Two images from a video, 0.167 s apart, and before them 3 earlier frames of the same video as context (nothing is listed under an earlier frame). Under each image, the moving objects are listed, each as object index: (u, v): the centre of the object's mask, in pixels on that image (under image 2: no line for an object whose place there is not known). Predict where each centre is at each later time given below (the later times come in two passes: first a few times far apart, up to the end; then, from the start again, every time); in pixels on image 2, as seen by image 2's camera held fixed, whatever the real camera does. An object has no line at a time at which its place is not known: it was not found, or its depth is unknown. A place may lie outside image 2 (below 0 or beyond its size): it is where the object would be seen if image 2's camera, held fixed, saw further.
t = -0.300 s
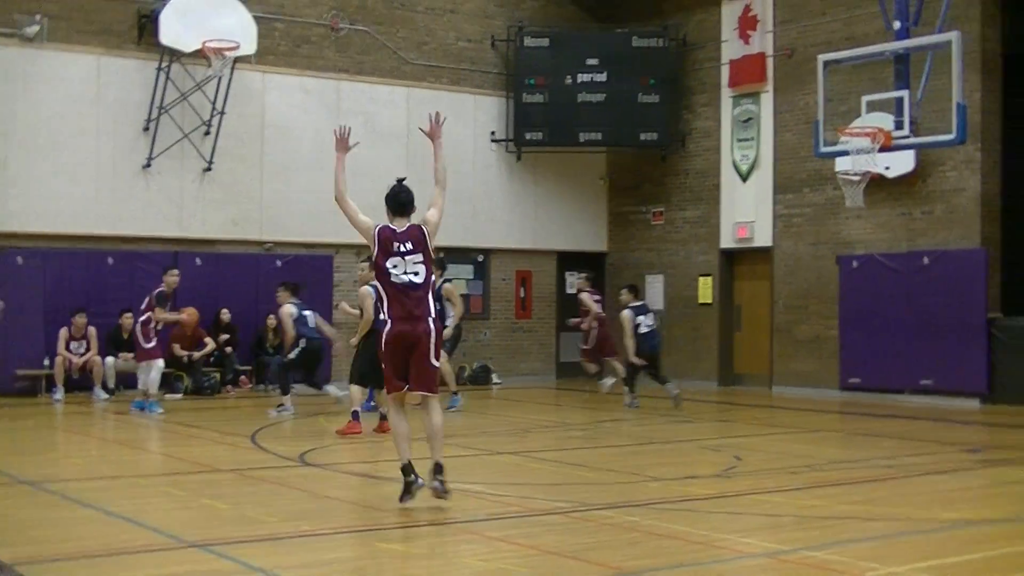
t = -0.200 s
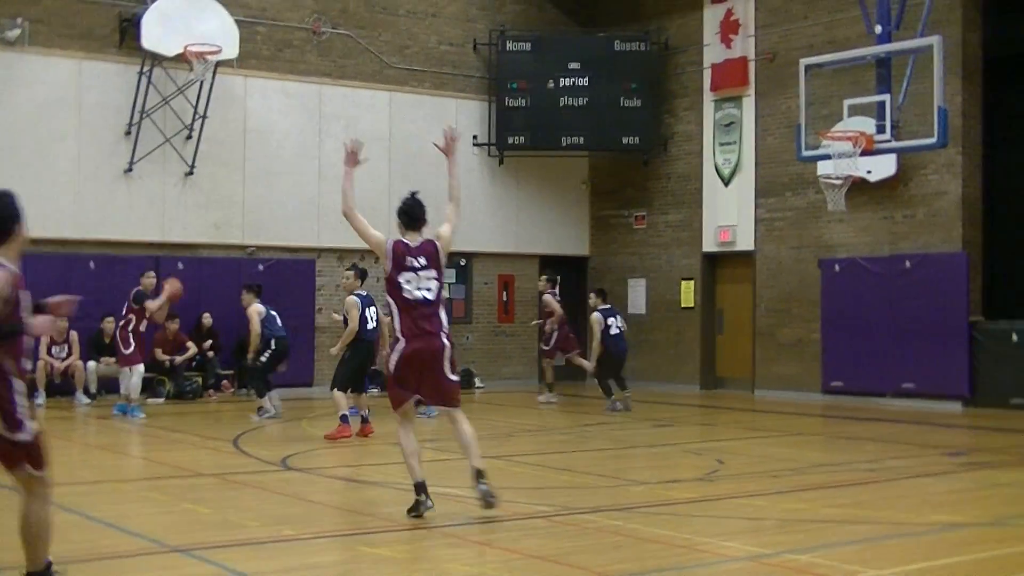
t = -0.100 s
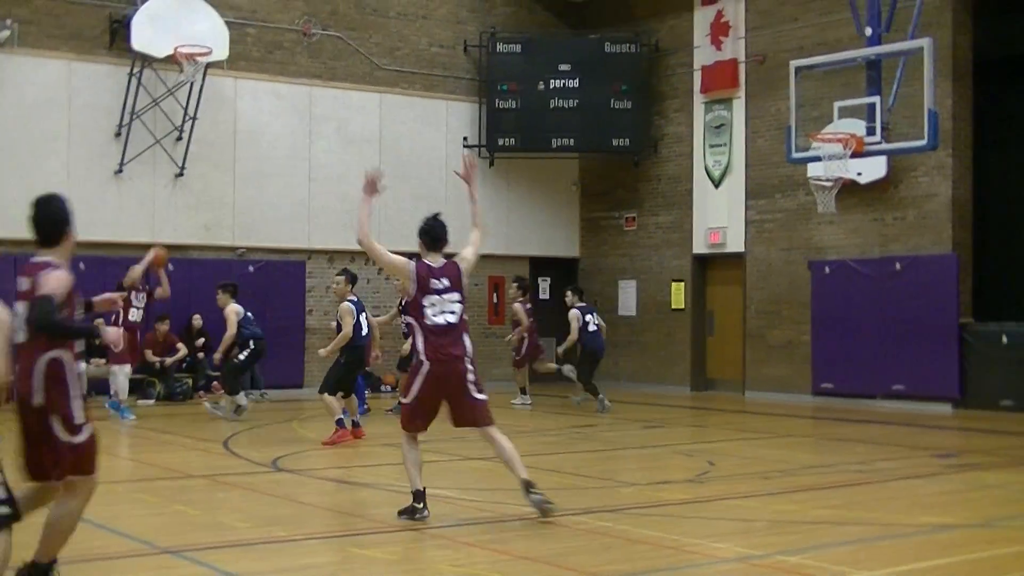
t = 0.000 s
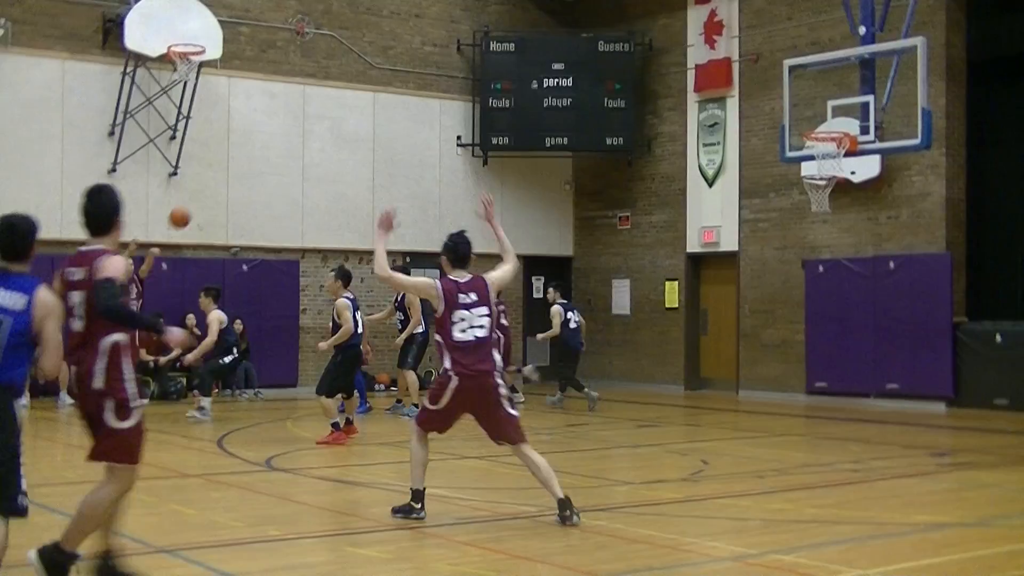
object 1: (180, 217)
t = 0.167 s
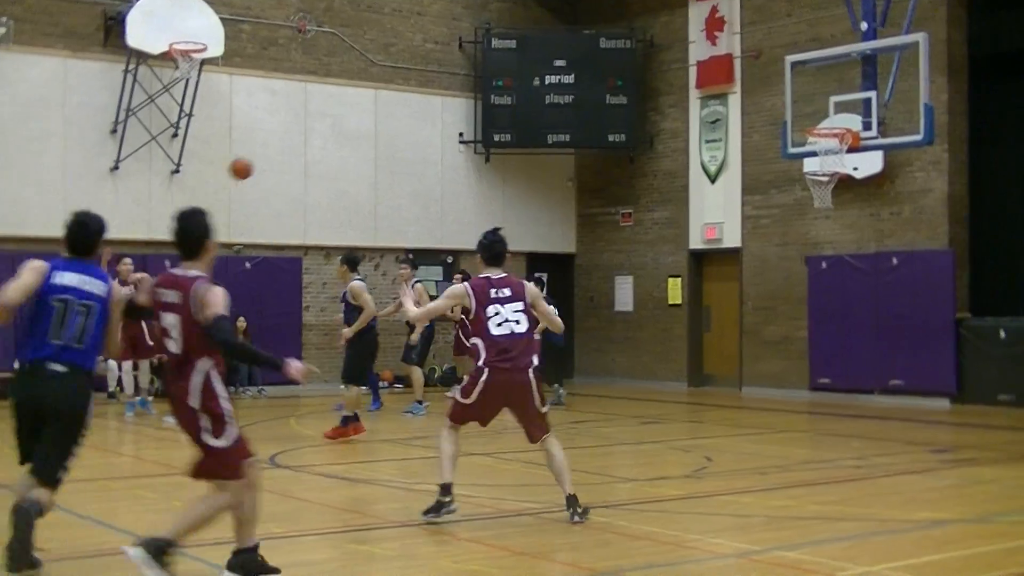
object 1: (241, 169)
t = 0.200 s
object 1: (253, 161)
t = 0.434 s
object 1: (356, 138)
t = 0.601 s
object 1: (446, 162)
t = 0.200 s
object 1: (253, 161)
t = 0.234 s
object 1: (265, 153)
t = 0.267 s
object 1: (278, 148)
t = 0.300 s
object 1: (293, 145)
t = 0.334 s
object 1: (307, 141)
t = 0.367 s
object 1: (322, 139)
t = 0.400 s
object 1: (339, 138)
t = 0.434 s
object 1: (356, 138)
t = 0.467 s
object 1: (373, 140)
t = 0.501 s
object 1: (390, 142)
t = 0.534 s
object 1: (409, 147)
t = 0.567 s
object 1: (427, 154)
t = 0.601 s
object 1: (446, 162)
